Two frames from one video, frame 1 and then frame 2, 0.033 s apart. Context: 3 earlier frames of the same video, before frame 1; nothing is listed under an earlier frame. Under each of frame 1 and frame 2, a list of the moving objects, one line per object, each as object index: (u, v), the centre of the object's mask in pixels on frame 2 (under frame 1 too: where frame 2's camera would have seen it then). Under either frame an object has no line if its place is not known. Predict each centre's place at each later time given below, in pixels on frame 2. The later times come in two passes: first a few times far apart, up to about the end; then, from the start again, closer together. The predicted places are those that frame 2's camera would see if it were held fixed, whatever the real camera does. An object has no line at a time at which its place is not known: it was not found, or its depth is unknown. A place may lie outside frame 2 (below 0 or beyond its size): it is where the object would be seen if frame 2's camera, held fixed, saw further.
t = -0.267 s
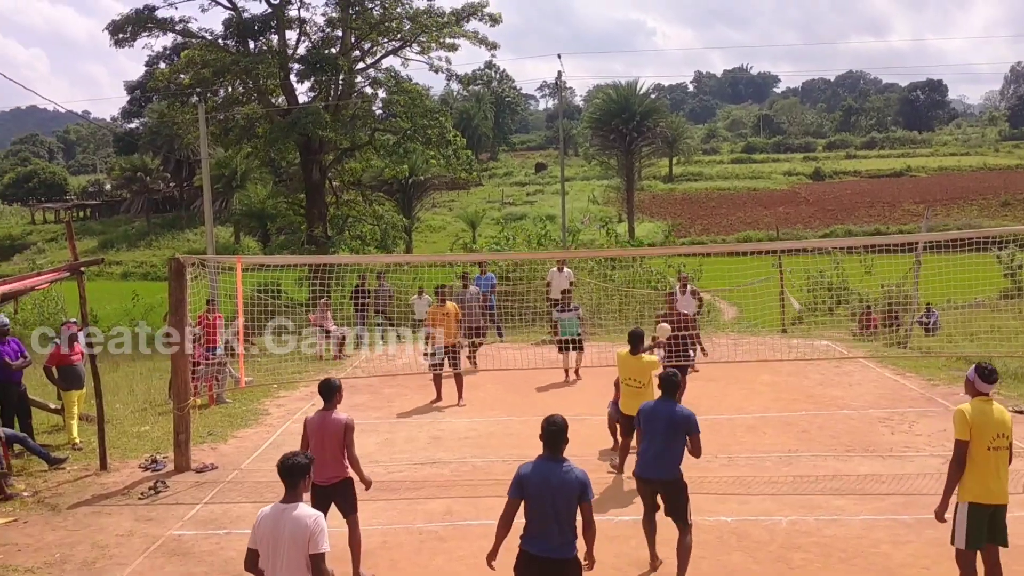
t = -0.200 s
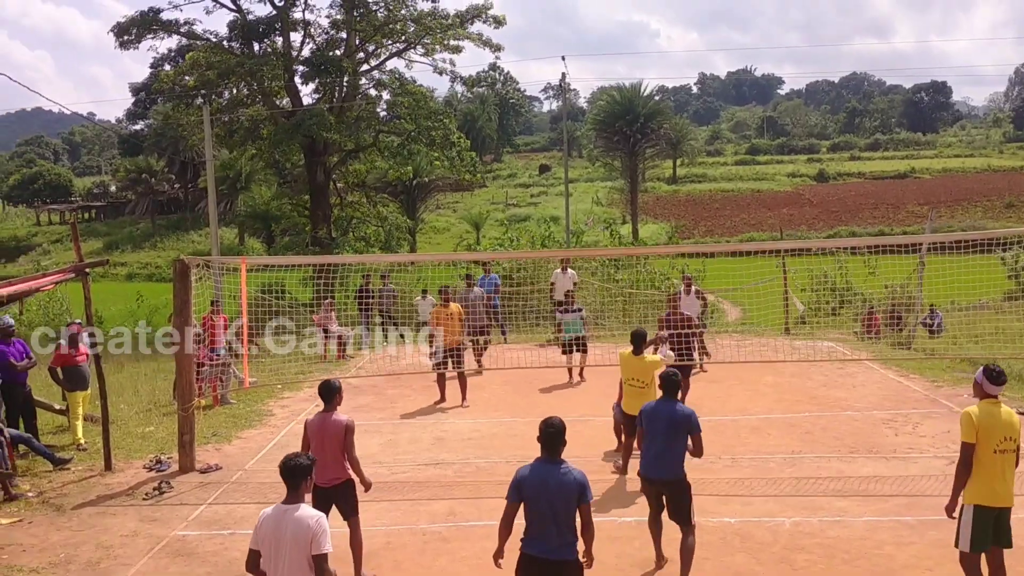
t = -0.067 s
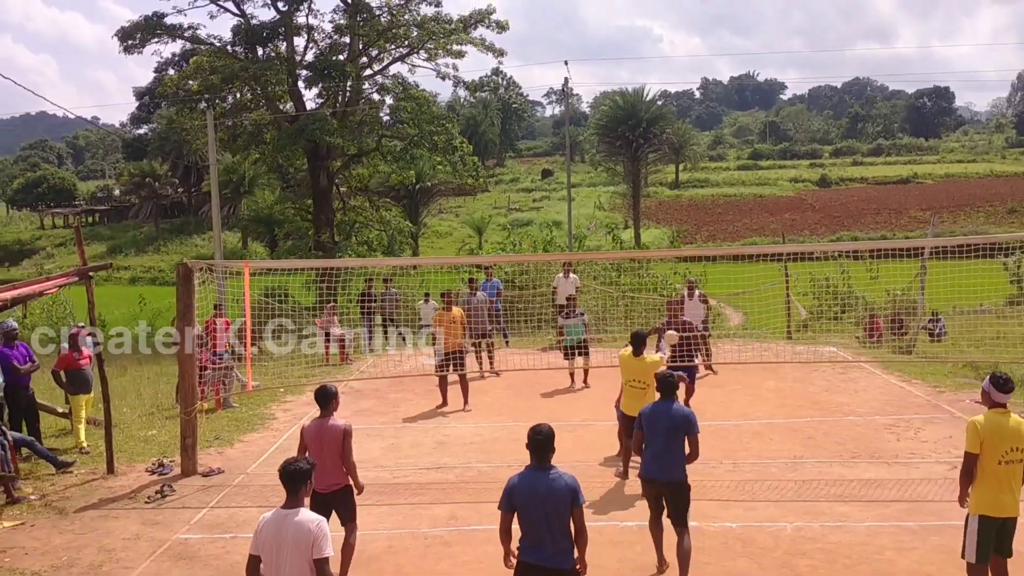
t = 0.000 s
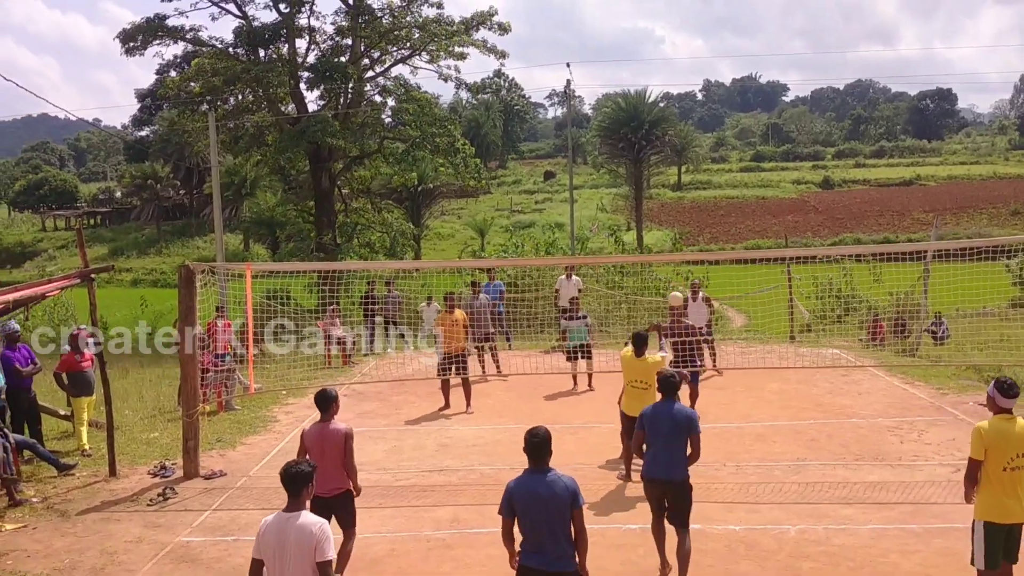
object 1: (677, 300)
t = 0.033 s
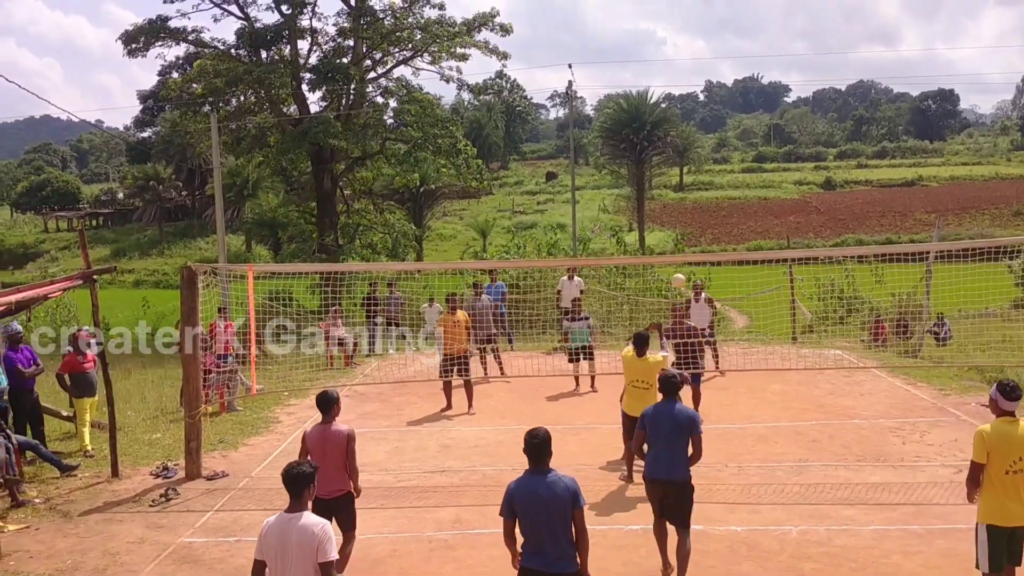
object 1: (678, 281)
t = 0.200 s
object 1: (681, 202)
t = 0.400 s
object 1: (687, 144)
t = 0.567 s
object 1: (690, 122)
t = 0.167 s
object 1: (681, 216)
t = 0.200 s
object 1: (681, 202)
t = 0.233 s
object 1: (683, 190)
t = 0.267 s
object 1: (684, 180)
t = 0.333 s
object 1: (685, 160)
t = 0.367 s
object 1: (686, 152)
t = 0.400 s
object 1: (687, 144)
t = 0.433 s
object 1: (687, 138)
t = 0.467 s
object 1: (688, 132)
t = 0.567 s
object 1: (690, 122)
